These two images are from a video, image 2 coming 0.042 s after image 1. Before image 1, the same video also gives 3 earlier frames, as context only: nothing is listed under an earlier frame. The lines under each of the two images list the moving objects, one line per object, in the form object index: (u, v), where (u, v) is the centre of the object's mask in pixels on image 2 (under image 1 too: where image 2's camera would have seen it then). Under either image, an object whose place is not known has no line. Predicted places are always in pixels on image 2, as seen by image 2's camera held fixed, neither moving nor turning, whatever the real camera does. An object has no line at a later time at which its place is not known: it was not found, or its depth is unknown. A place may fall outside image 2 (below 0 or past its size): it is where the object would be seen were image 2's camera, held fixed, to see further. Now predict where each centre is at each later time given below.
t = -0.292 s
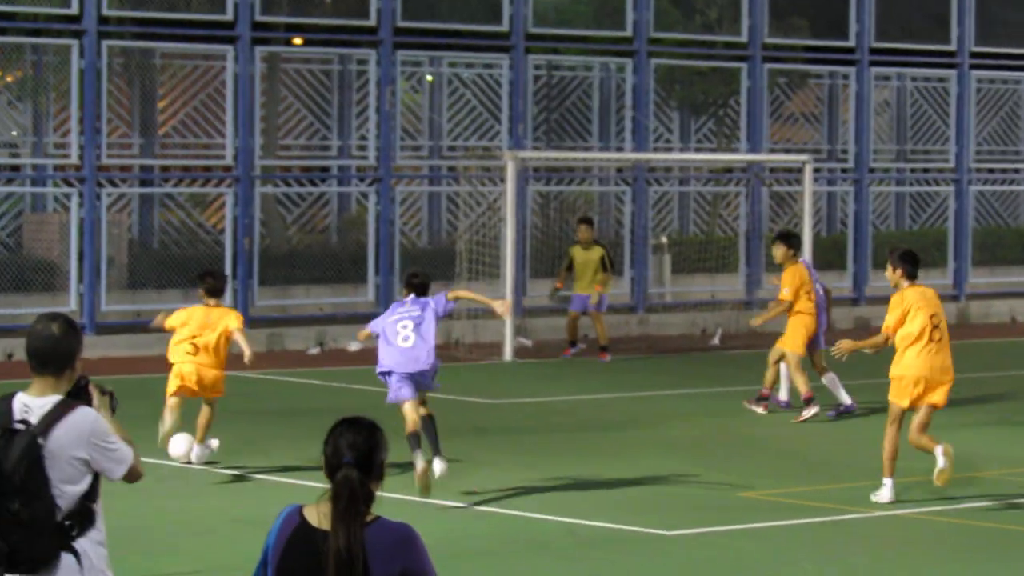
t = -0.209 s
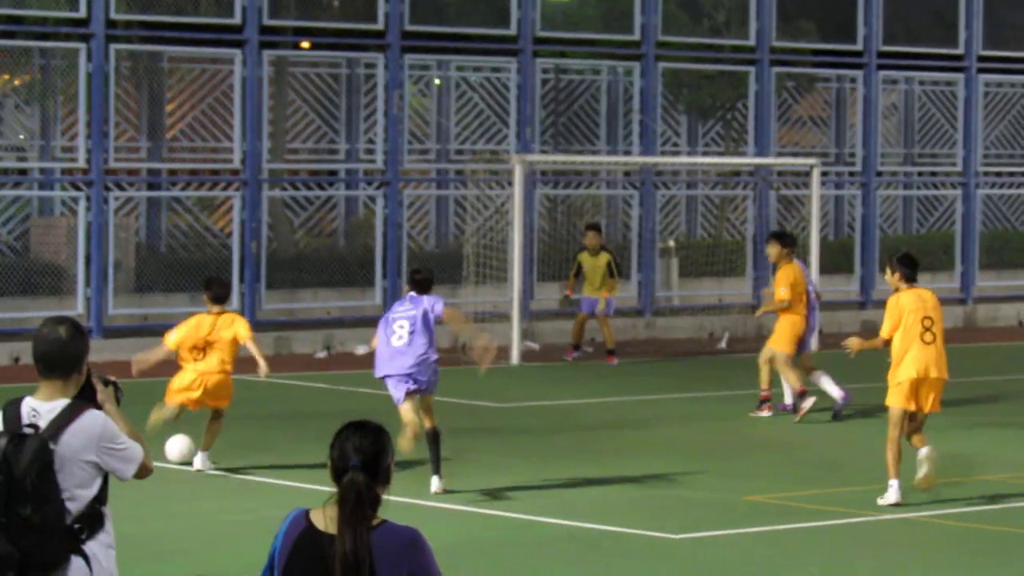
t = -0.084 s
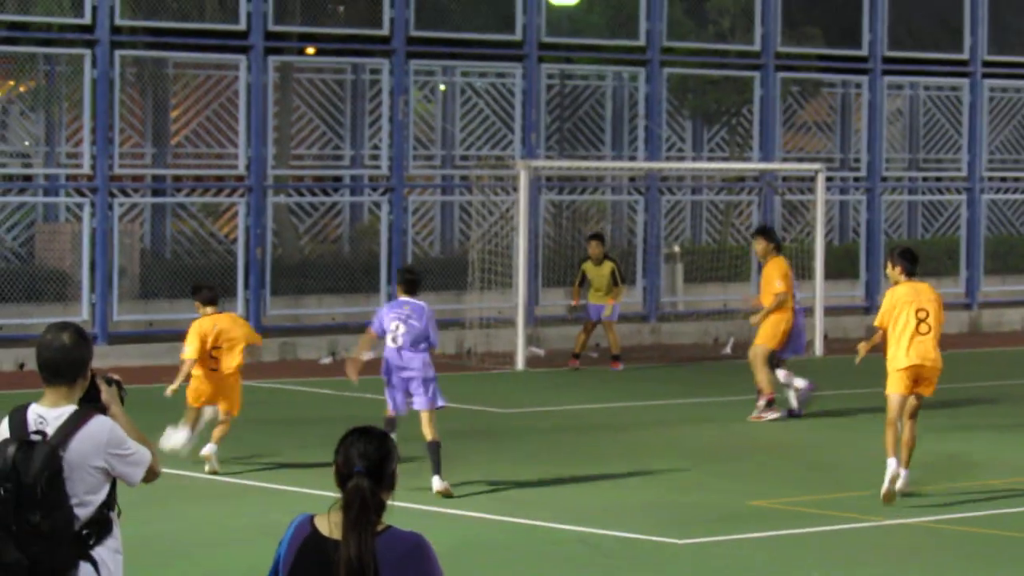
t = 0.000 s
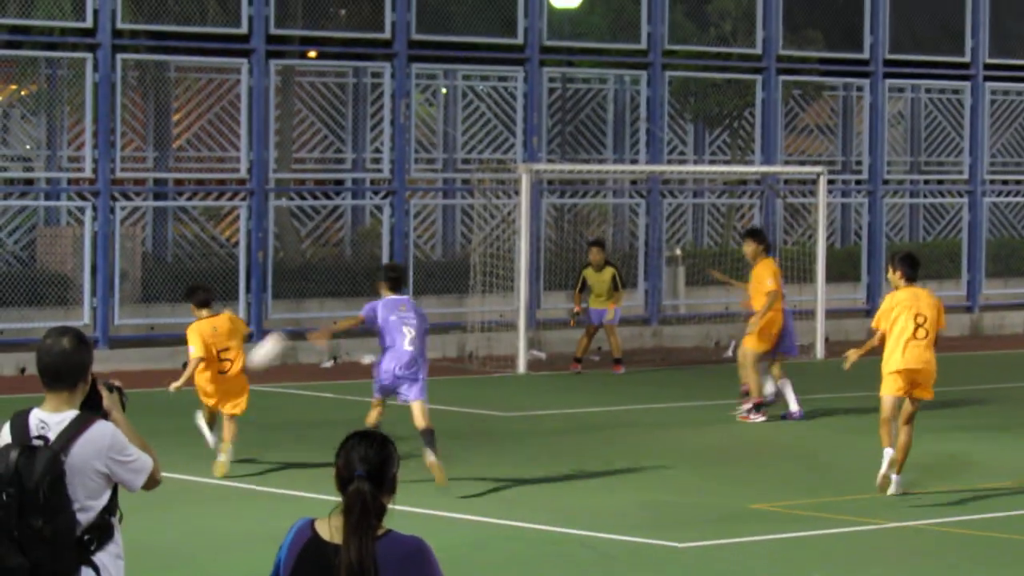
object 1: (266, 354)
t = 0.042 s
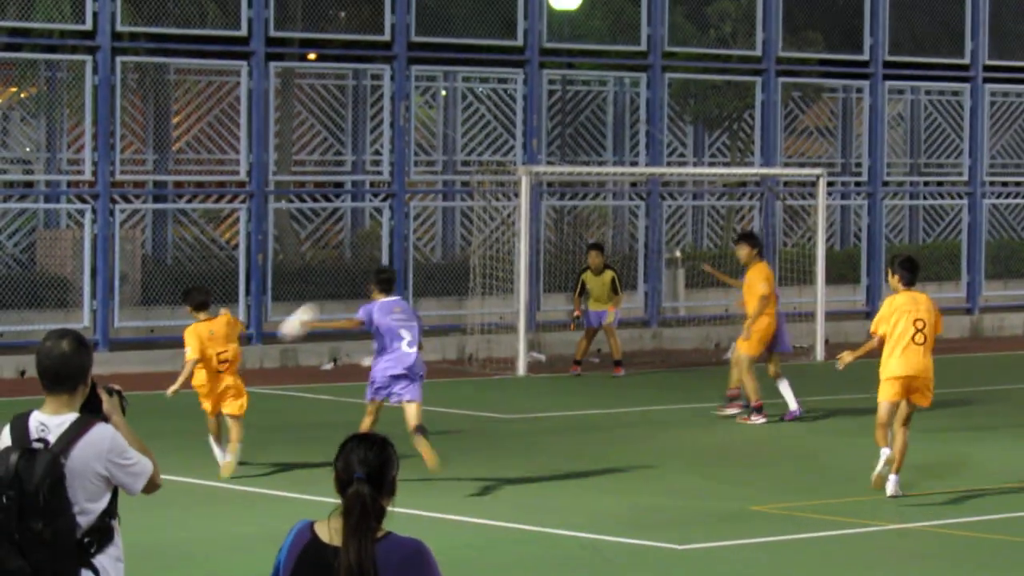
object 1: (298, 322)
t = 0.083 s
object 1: (328, 295)
